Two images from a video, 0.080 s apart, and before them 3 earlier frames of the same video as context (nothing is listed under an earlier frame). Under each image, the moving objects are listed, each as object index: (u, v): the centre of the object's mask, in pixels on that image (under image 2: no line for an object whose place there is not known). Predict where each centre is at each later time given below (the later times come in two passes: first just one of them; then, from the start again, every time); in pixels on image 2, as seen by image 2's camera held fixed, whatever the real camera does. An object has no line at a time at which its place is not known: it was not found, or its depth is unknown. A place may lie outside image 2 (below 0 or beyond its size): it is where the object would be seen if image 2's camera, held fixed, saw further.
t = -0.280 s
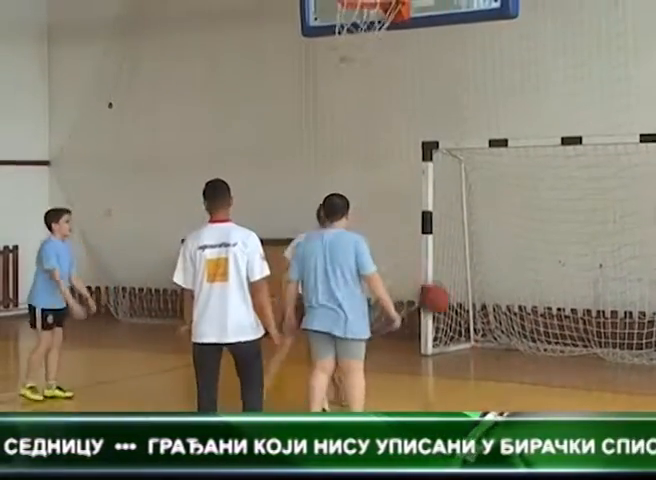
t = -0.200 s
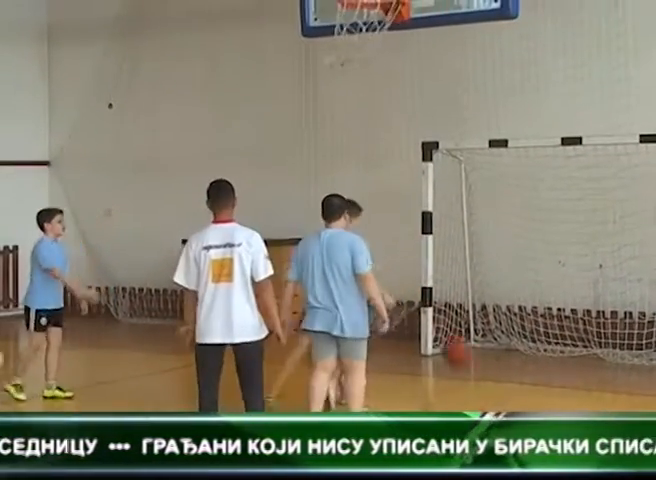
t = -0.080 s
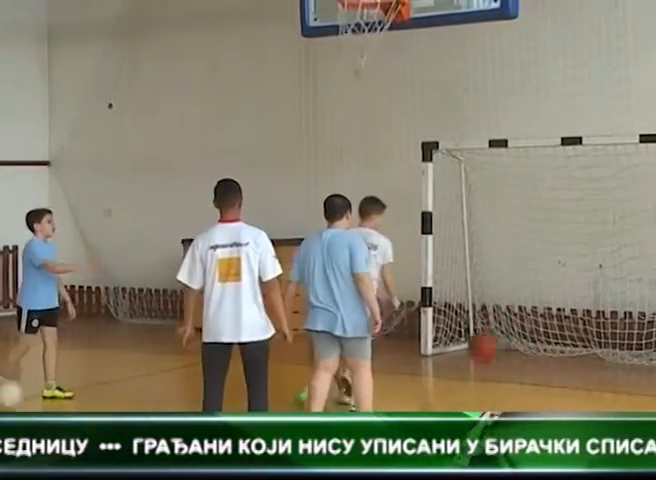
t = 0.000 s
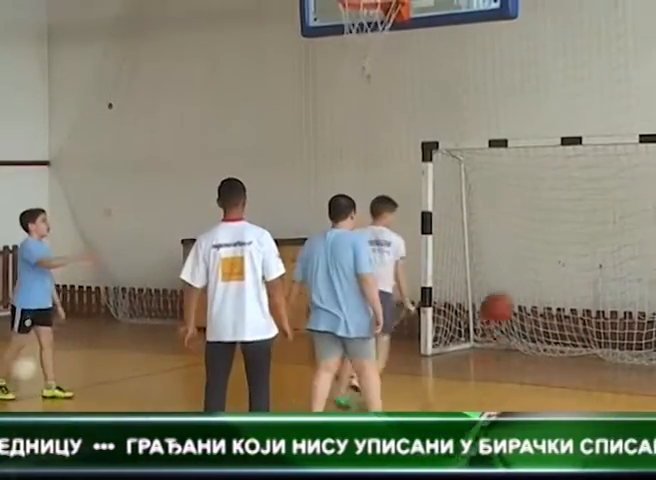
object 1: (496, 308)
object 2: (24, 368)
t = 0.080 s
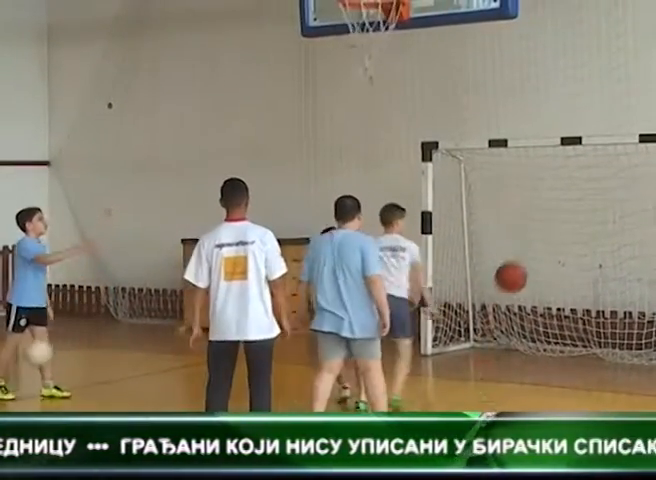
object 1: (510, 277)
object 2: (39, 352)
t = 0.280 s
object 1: (545, 236)
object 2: (73, 346)
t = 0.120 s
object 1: (517, 265)
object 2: (46, 346)
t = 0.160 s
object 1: (524, 254)
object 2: (54, 343)
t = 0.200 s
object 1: (531, 246)
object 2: (60, 342)
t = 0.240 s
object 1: (538, 240)
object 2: (67, 343)
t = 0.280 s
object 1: (545, 236)
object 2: (73, 346)
